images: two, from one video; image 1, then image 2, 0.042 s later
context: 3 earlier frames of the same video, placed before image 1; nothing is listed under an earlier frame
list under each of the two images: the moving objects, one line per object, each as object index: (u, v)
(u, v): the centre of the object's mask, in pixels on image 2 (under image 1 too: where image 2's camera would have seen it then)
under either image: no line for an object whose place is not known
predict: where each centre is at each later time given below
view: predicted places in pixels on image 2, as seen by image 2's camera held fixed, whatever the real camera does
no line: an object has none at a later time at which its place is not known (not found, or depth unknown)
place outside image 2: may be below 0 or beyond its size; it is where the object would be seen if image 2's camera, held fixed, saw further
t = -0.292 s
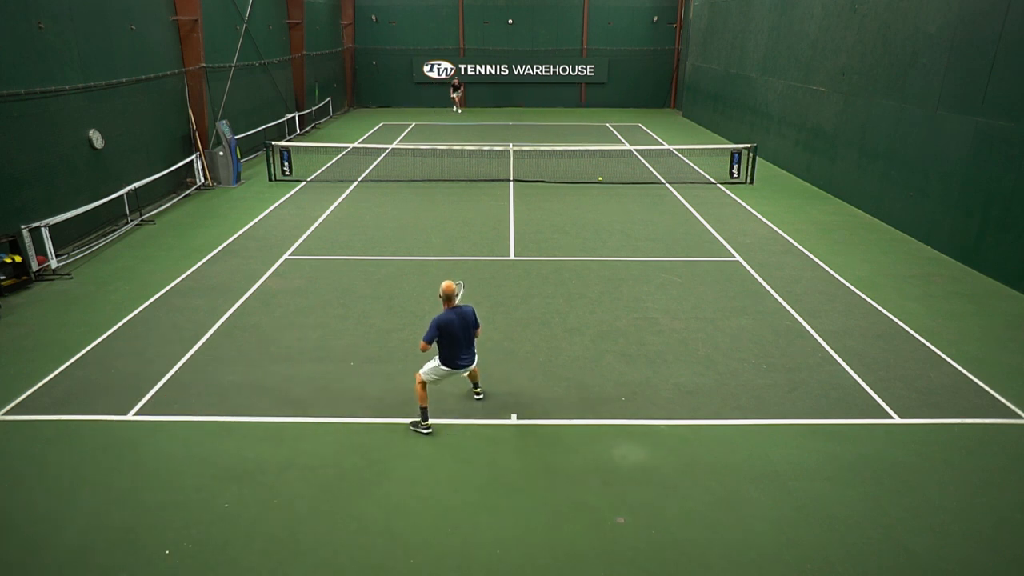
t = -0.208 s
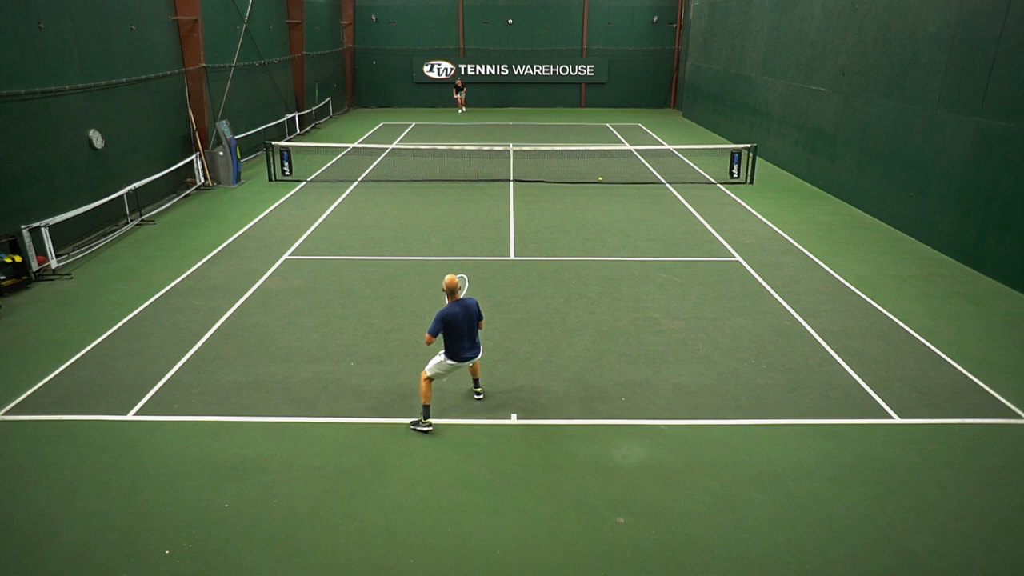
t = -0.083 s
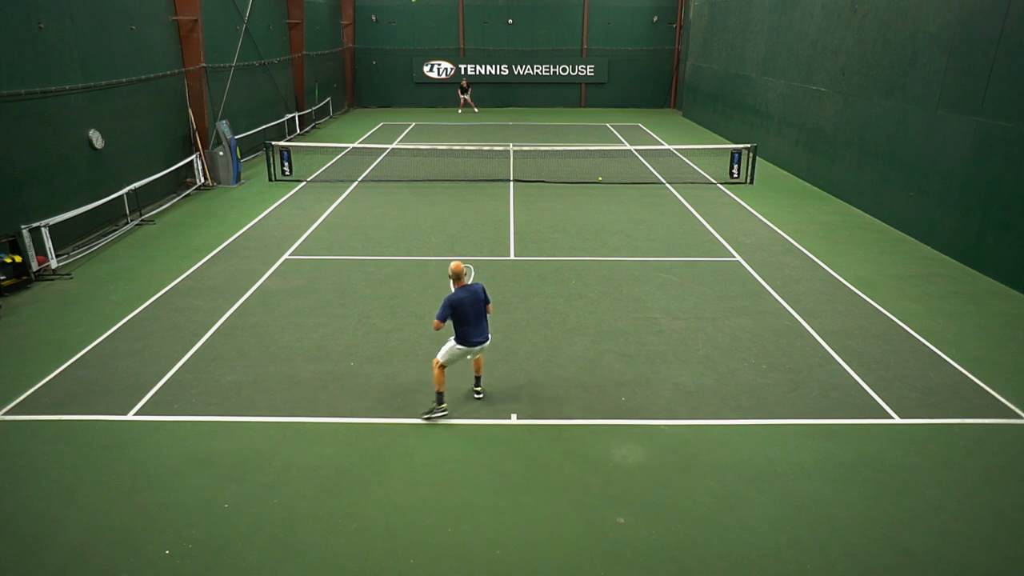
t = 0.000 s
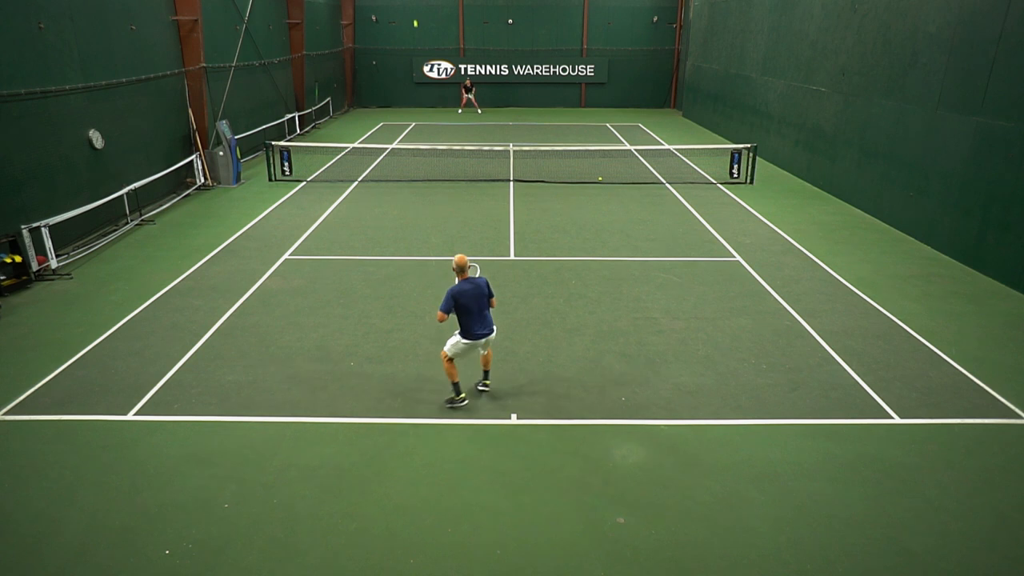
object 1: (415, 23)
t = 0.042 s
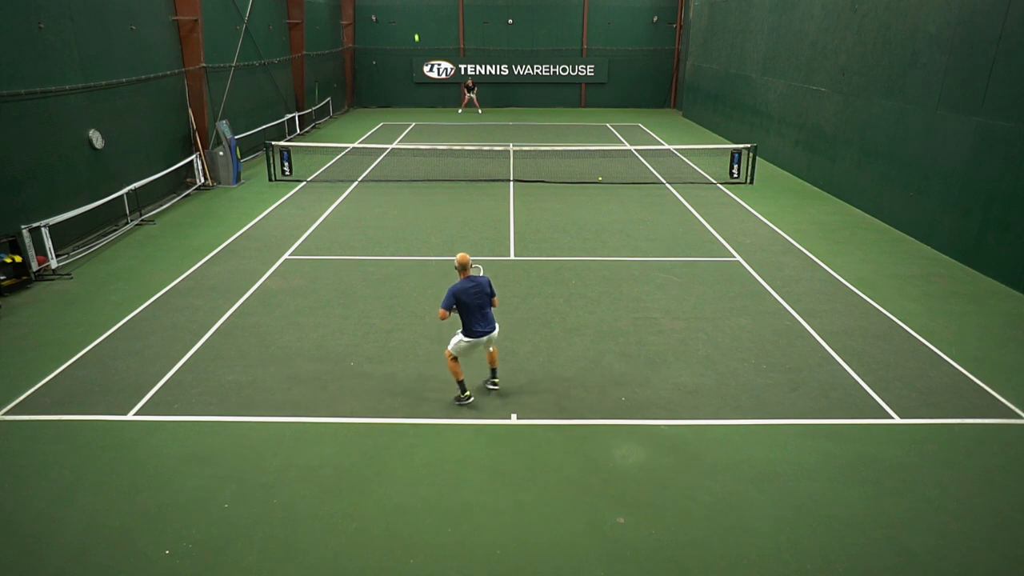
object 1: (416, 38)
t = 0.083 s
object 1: (418, 53)
